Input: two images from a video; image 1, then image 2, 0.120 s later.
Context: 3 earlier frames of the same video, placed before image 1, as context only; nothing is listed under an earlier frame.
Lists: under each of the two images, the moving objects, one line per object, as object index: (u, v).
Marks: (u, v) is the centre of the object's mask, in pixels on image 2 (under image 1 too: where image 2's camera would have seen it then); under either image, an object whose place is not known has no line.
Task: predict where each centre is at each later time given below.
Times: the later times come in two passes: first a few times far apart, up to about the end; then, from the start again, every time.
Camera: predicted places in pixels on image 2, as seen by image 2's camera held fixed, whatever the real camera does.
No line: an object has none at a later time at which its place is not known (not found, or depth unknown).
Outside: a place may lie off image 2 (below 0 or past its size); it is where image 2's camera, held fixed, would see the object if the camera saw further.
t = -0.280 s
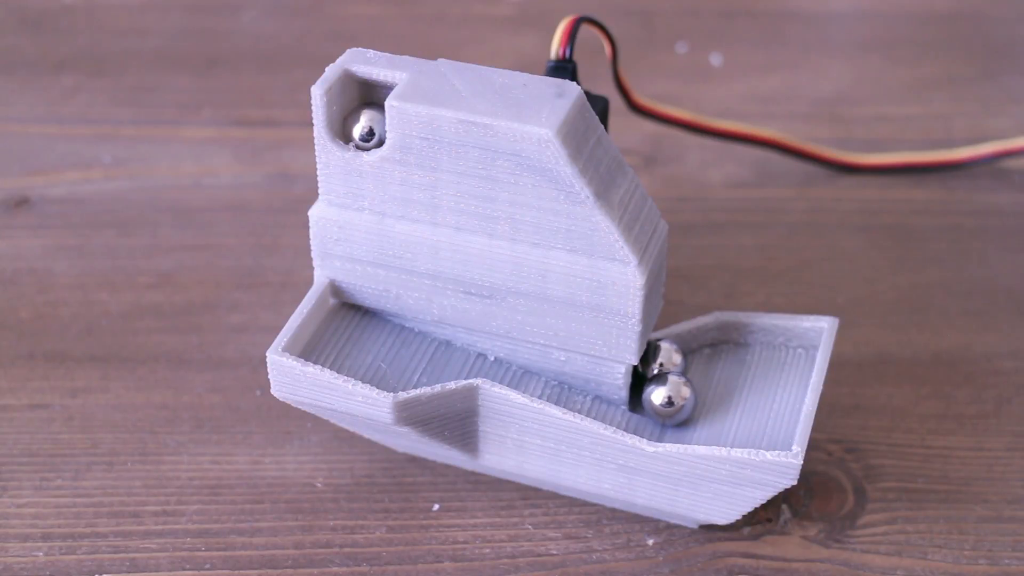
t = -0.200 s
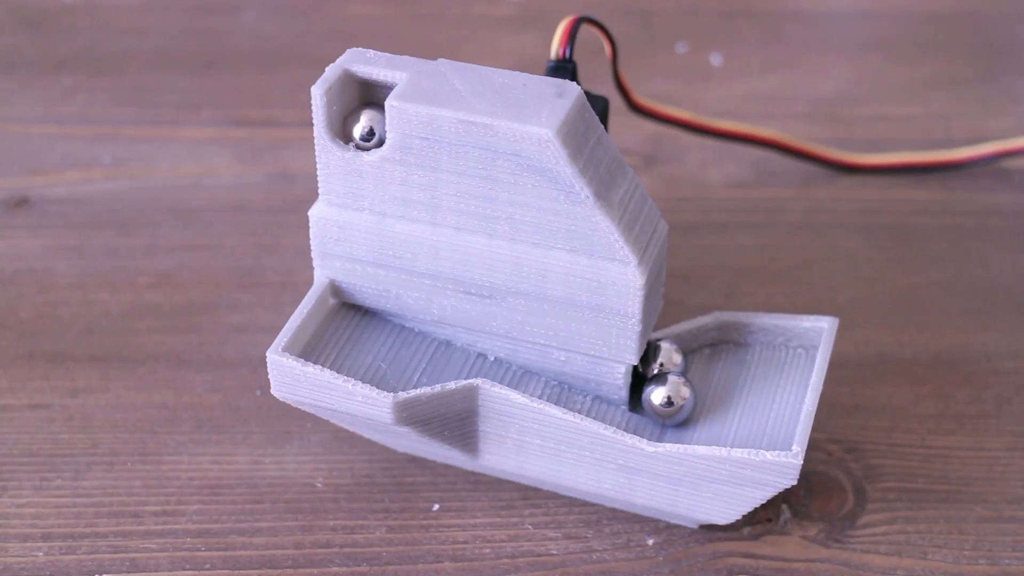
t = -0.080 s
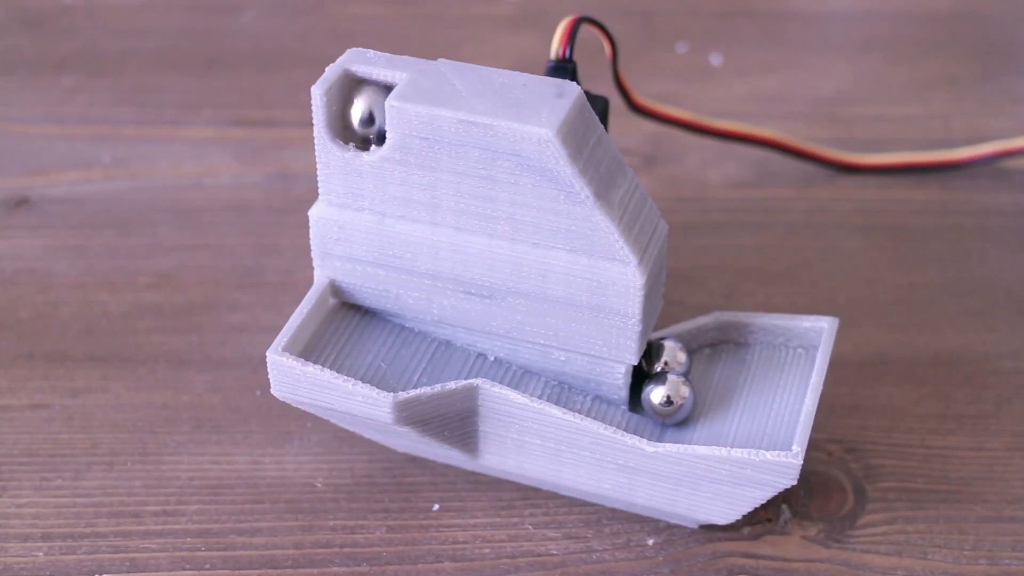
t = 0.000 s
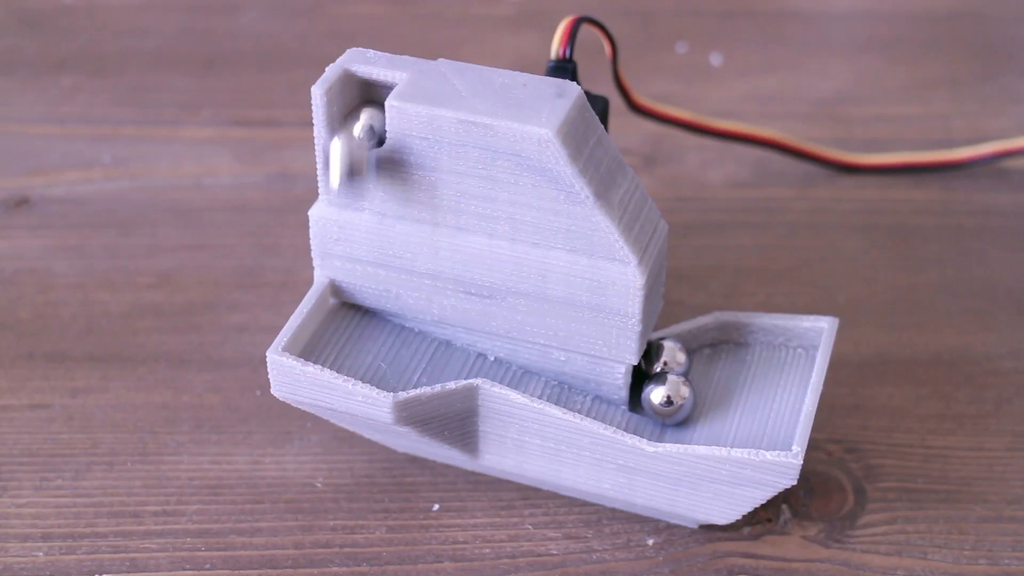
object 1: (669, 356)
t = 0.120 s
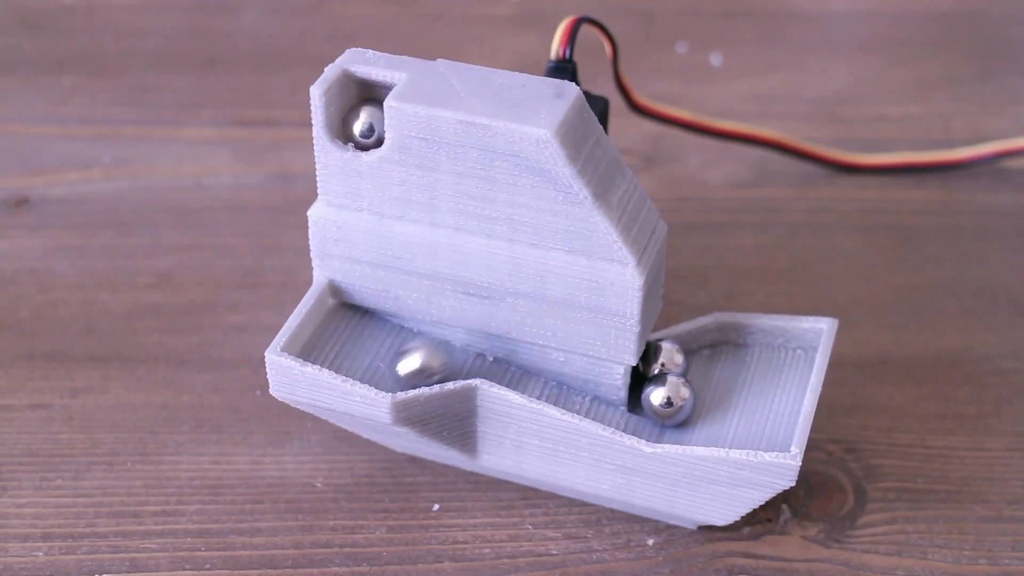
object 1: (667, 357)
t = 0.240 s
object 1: (664, 358)
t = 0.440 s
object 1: (661, 367)
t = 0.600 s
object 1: (660, 360)
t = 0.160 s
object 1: (666, 358)
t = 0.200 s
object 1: (665, 358)
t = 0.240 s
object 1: (664, 358)
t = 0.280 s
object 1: (665, 358)
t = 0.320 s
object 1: (663, 360)
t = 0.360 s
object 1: (663, 362)
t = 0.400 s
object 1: (663, 367)
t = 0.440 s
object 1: (661, 367)
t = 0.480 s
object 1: (661, 367)
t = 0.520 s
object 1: (661, 367)
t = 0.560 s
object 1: (662, 362)
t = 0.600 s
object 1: (660, 360)
